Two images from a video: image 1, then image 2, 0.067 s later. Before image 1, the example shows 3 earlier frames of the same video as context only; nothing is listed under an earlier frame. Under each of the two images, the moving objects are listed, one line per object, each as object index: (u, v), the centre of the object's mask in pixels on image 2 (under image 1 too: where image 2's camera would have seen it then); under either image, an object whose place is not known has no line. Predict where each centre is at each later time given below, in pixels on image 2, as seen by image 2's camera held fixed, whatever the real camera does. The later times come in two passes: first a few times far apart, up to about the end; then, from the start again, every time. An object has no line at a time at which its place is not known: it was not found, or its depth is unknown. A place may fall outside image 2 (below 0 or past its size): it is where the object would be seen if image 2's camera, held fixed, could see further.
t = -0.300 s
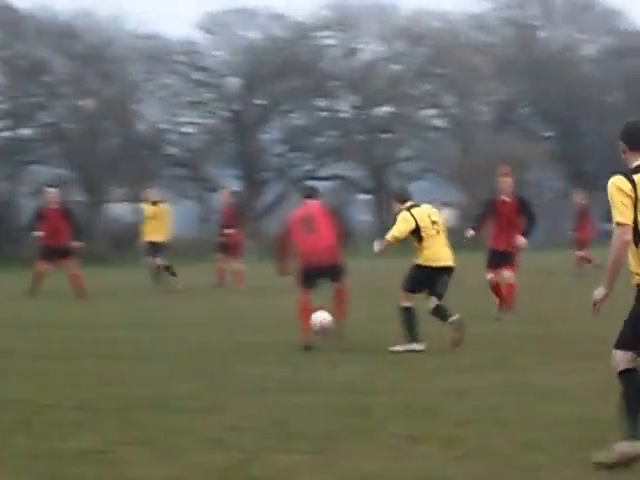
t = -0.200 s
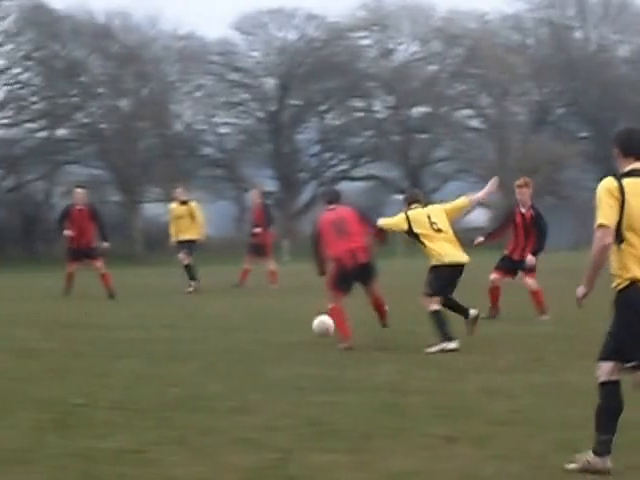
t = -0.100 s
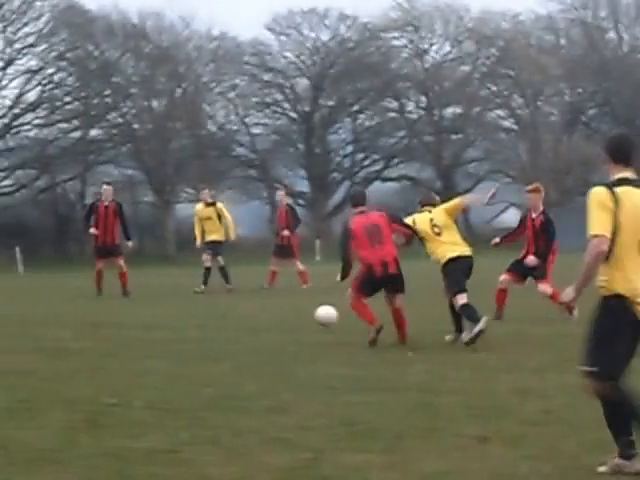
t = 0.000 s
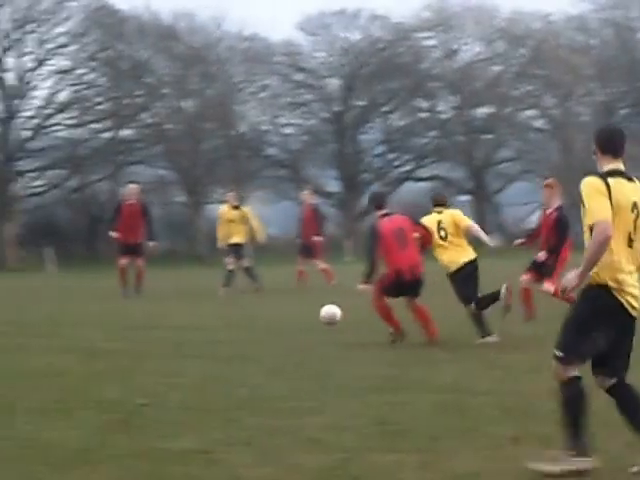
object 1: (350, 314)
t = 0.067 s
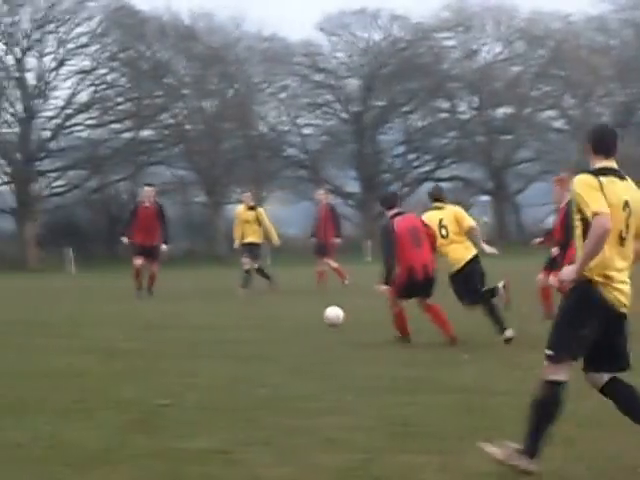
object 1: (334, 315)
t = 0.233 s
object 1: (296, 309)
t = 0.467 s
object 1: (250, 301)
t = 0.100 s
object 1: (325, 312)
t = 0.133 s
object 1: (318, 311)
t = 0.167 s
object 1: (311, 310)
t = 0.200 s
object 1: (304, 310)
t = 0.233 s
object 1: (296, 309)
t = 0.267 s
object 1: (289, 308)
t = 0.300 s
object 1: (283, 306)
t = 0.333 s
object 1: (276, 305)
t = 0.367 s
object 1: (270, 306)
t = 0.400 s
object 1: (264, 307)
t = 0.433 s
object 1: (256, 304)
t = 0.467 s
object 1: (250, 301)
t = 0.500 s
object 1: (245, 299)
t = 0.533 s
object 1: (239, 299)
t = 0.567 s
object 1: (231, 299)
